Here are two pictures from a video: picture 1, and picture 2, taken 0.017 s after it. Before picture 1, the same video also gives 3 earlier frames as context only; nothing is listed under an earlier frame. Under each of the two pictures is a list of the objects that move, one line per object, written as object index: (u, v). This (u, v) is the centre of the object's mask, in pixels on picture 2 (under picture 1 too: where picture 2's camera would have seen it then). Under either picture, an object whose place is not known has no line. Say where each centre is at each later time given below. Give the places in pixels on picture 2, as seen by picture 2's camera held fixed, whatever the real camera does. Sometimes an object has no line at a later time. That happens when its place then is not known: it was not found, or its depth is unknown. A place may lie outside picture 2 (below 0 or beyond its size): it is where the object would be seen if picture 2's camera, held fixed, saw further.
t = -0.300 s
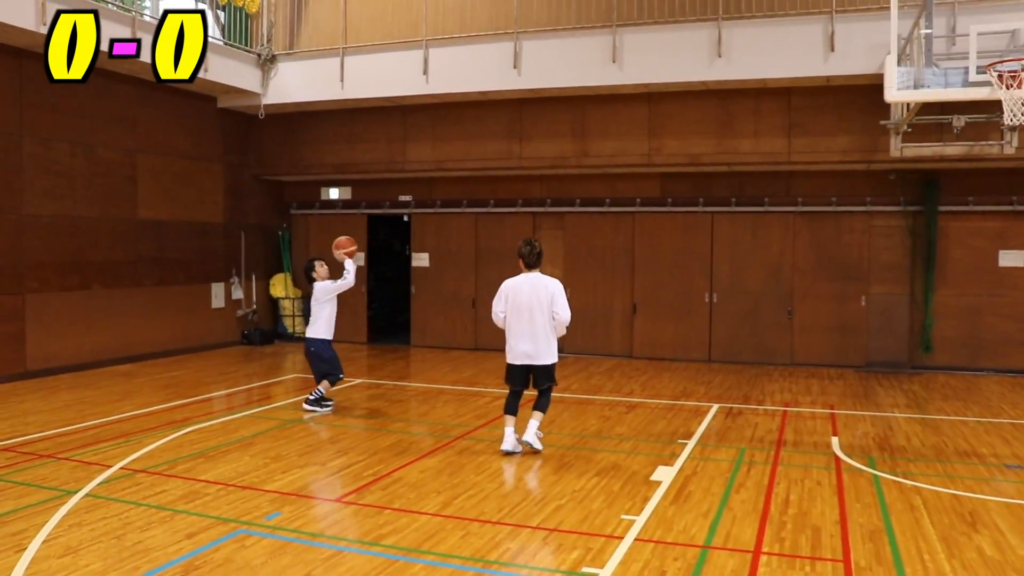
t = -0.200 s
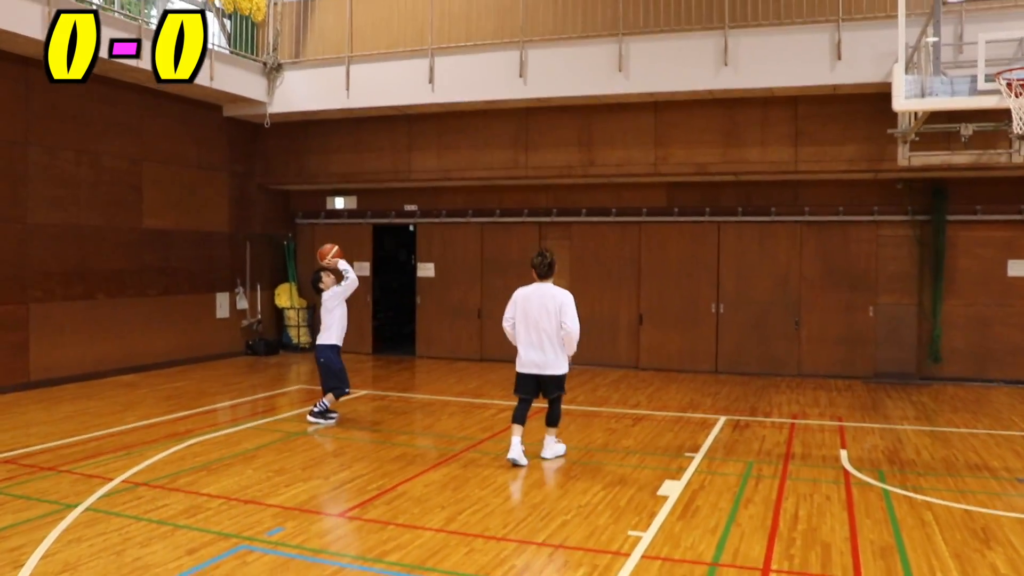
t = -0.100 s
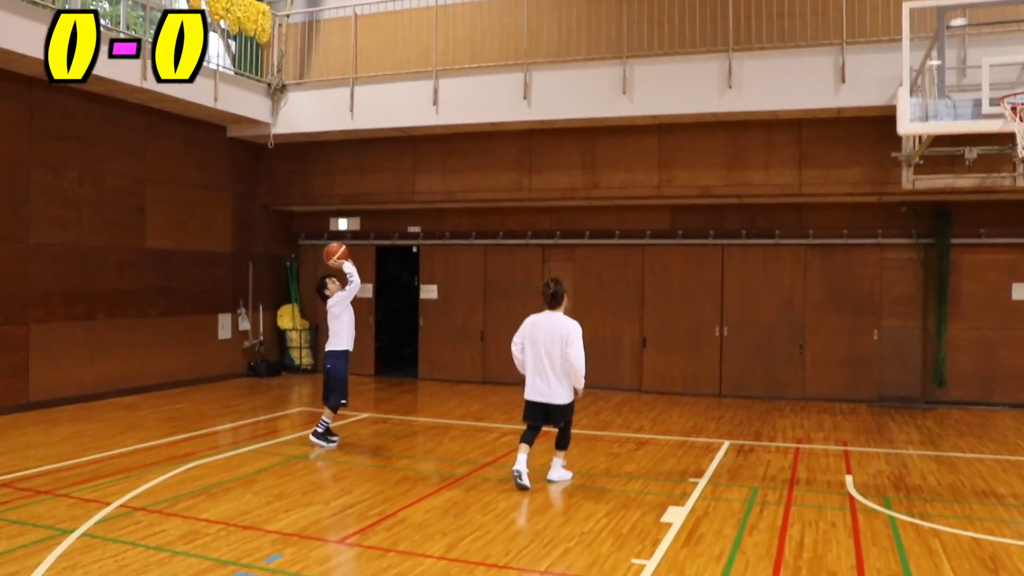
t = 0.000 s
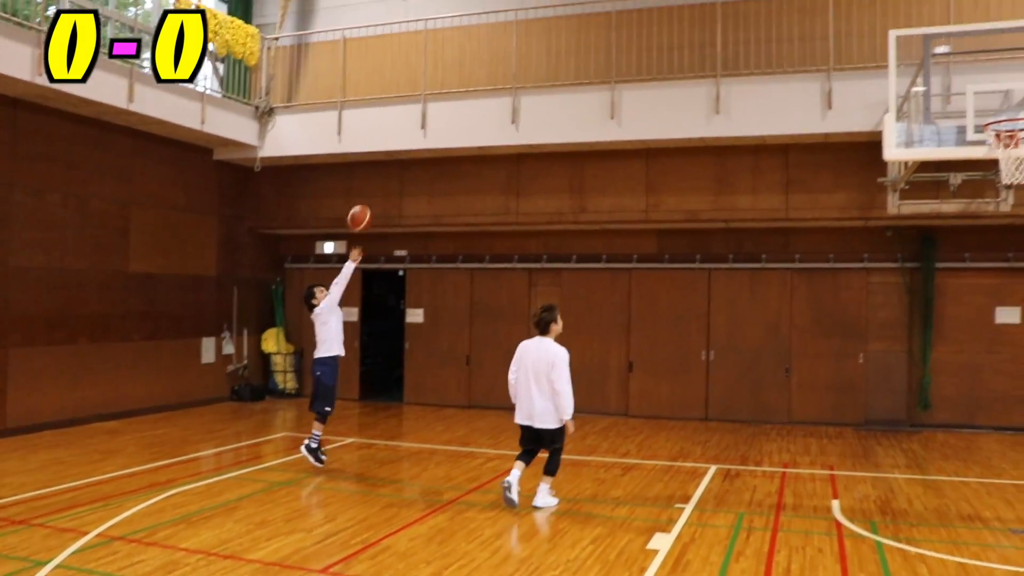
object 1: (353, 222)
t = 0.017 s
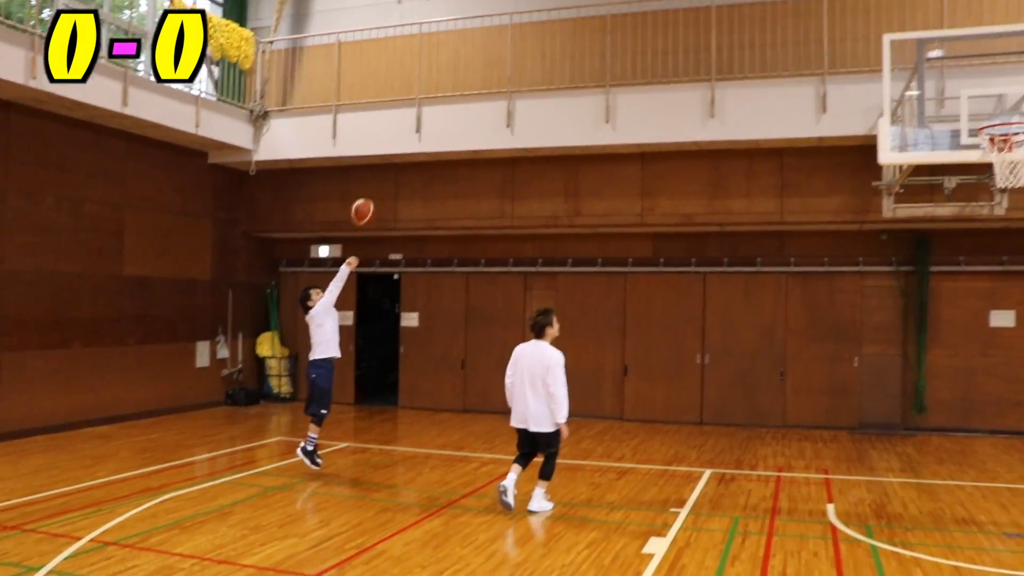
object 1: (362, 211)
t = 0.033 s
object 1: (371, 200)
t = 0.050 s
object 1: (379, 190)
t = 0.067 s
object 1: (388, 181)
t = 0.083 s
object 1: (397, 171)
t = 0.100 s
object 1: (406, 163)
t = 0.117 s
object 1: (414, 154)
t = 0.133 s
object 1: (423, 144)
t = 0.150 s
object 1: (431, 136)
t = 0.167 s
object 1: (440, 127)
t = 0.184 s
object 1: (449, 119)
